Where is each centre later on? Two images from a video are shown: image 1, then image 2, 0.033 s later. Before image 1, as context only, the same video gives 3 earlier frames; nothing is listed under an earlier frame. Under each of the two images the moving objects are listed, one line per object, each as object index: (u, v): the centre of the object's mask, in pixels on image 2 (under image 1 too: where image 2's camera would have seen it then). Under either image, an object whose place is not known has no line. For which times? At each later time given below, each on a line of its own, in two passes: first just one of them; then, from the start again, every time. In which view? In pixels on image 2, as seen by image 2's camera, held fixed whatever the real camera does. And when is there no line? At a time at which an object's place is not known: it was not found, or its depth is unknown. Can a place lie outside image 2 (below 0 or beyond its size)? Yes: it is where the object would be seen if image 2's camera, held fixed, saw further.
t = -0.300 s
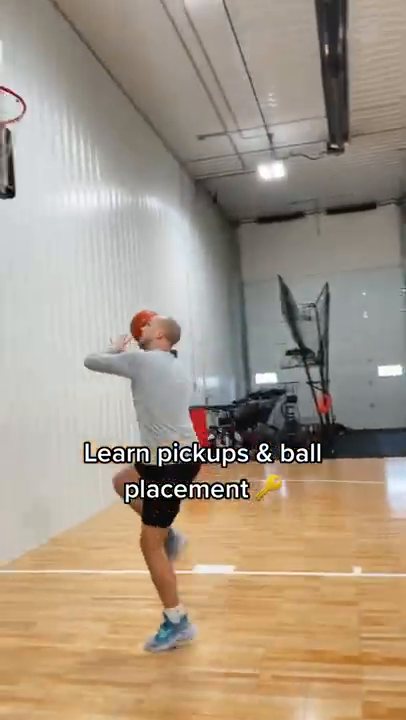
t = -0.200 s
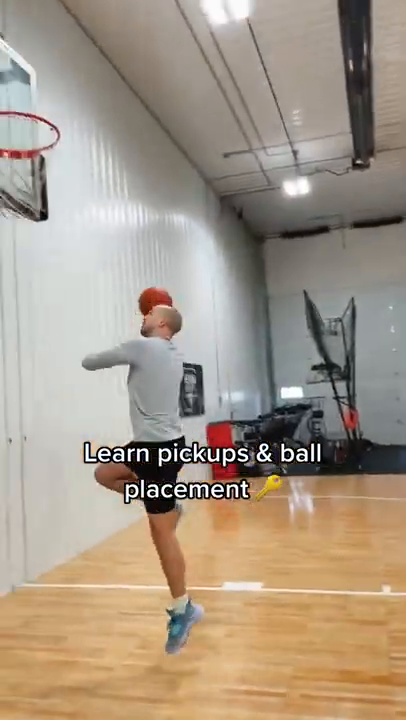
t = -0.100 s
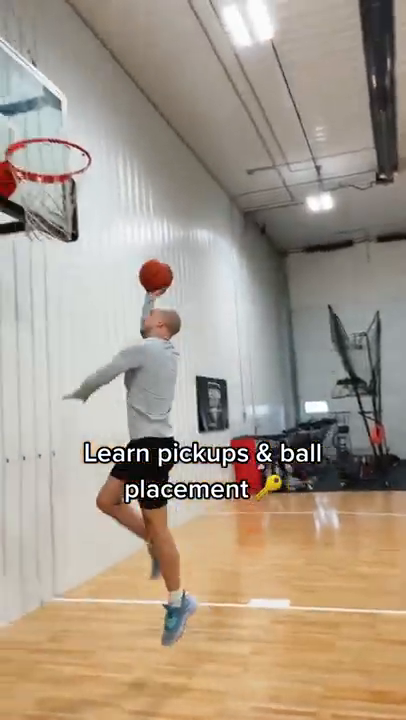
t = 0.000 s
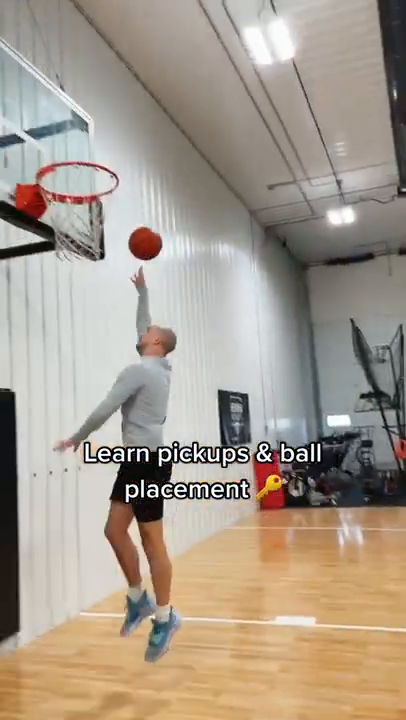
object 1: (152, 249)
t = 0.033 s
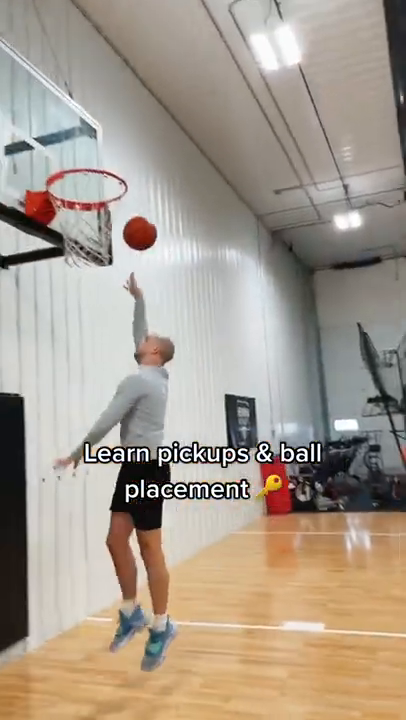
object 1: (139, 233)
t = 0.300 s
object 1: (94, 164)
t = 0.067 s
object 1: (127, 220)
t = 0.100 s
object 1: (115, 207)
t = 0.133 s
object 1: (102, 193)
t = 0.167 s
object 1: (89, 185)
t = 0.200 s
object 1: (82, 177)
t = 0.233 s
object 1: (86, 171)
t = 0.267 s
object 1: (90, 167)
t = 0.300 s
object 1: (94, 164)
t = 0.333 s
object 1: (99, 163)
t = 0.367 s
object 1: (104, 163)
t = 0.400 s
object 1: (108, 165)
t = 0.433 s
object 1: (114, 169)
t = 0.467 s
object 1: (119, 175)
